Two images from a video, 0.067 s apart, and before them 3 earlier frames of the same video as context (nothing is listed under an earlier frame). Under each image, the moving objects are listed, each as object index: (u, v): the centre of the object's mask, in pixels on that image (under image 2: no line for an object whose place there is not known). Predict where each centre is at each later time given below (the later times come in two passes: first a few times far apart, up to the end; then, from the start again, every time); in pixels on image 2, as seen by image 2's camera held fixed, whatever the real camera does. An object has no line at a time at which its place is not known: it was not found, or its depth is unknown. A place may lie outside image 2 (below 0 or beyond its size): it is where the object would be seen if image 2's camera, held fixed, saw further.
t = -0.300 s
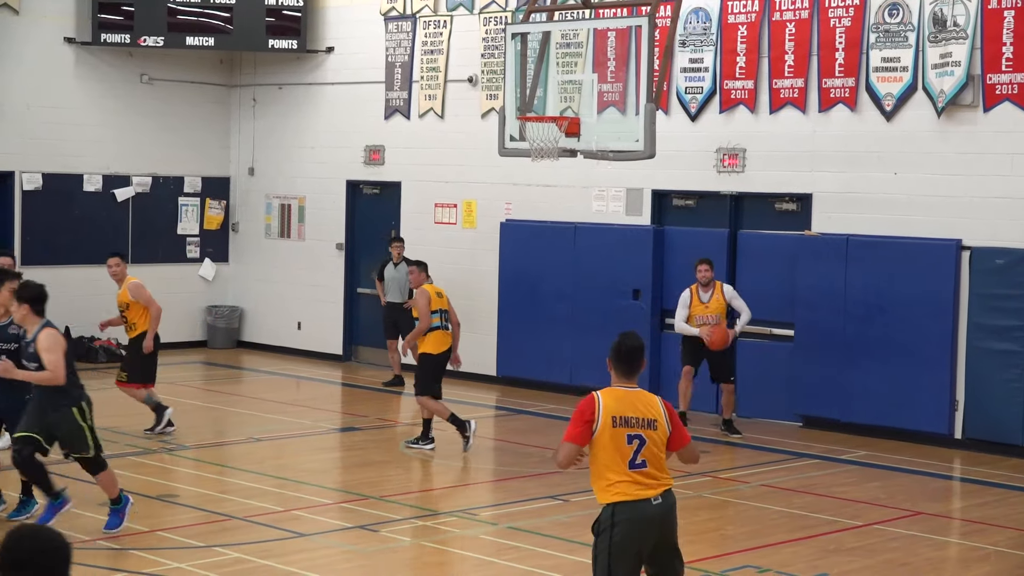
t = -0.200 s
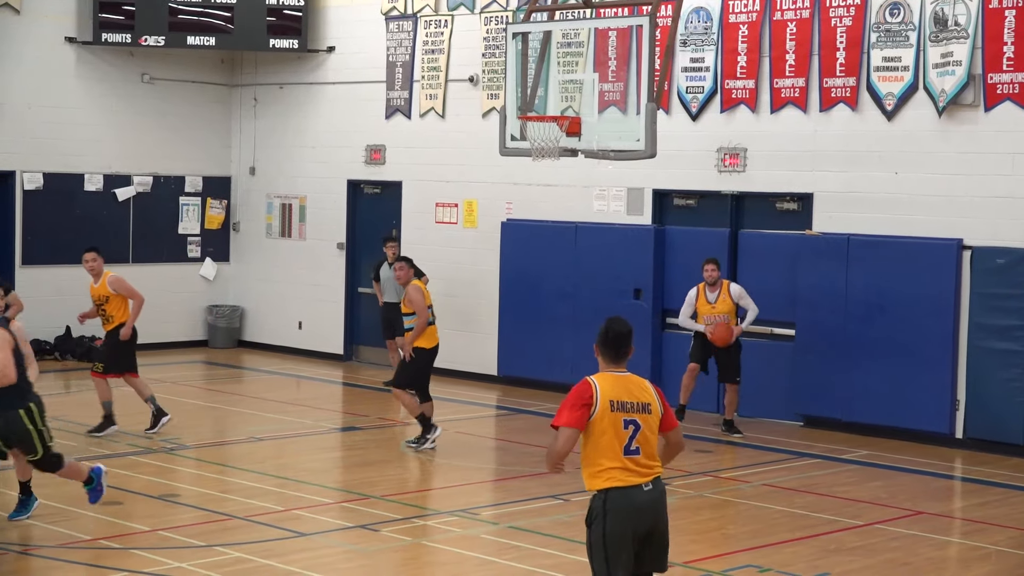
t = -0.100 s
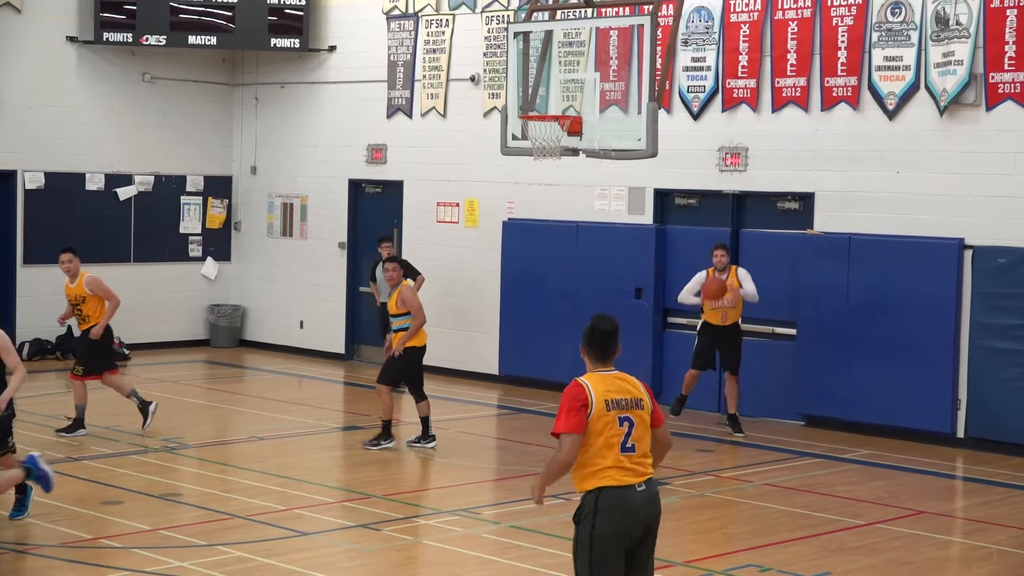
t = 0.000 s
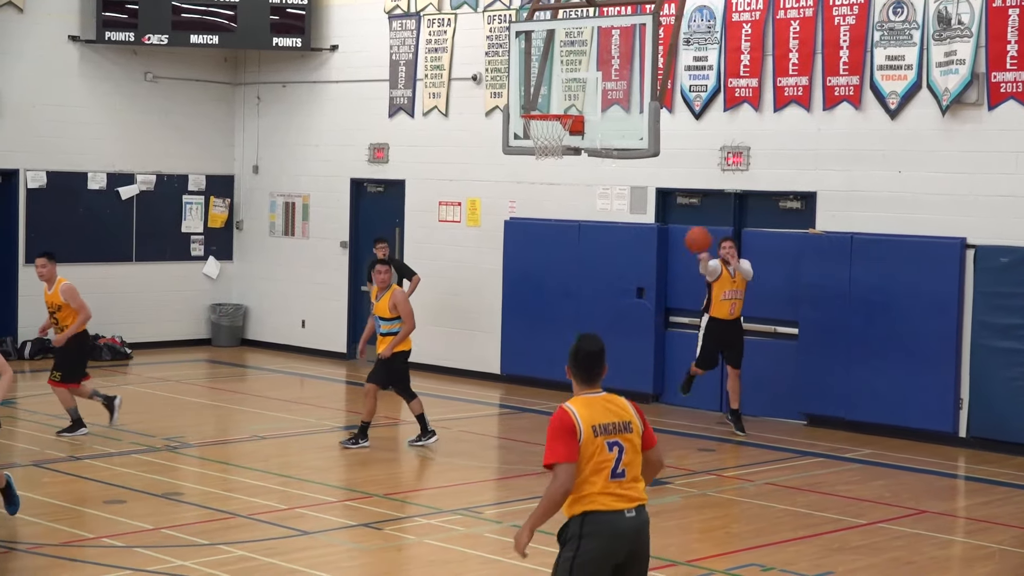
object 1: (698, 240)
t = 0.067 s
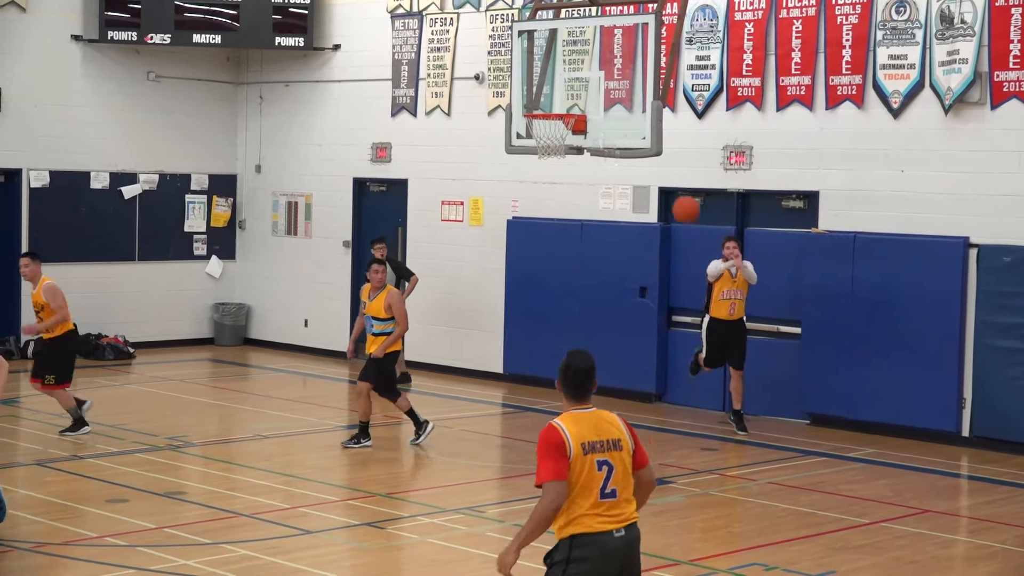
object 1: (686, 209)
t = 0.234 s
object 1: (643, 148)
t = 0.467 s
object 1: (565, 98)
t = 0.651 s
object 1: (482, 102)
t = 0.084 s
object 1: (682, 203)
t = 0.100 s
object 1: (678, 196)
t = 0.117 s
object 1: (674, 190)
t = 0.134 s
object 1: (670, 183)
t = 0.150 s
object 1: (666, 177)
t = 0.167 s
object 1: (661, 170)
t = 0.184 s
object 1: (657, 165)
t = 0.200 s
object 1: (652, 160)
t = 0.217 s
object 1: (647, 154)
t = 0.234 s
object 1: (643, 148)
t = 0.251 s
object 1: (638, 144)
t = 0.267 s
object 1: (633, 138)
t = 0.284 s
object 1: (628, 134)
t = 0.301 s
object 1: (623, 129)
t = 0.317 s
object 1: (618, 125)
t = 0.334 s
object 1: (613, 121)
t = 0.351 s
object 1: (607, 118)
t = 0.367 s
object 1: (601, 114)
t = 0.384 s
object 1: (596, 111)
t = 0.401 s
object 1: (590, 108)
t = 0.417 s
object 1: (584, 105)
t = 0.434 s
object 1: (578, 103)
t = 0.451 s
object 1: (571, 100)
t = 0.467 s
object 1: (565, 98)
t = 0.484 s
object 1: (559, 96)
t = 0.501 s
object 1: (552, 95)
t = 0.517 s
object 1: (544, 95)
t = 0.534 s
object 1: (538, 94)
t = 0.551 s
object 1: (530, 94)
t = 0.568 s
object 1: (523, 94)
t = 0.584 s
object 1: (515, 95)
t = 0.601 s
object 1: (507, 96)
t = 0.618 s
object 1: (499, 98)
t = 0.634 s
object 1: (490, 99)
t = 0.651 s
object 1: (482, 102)
